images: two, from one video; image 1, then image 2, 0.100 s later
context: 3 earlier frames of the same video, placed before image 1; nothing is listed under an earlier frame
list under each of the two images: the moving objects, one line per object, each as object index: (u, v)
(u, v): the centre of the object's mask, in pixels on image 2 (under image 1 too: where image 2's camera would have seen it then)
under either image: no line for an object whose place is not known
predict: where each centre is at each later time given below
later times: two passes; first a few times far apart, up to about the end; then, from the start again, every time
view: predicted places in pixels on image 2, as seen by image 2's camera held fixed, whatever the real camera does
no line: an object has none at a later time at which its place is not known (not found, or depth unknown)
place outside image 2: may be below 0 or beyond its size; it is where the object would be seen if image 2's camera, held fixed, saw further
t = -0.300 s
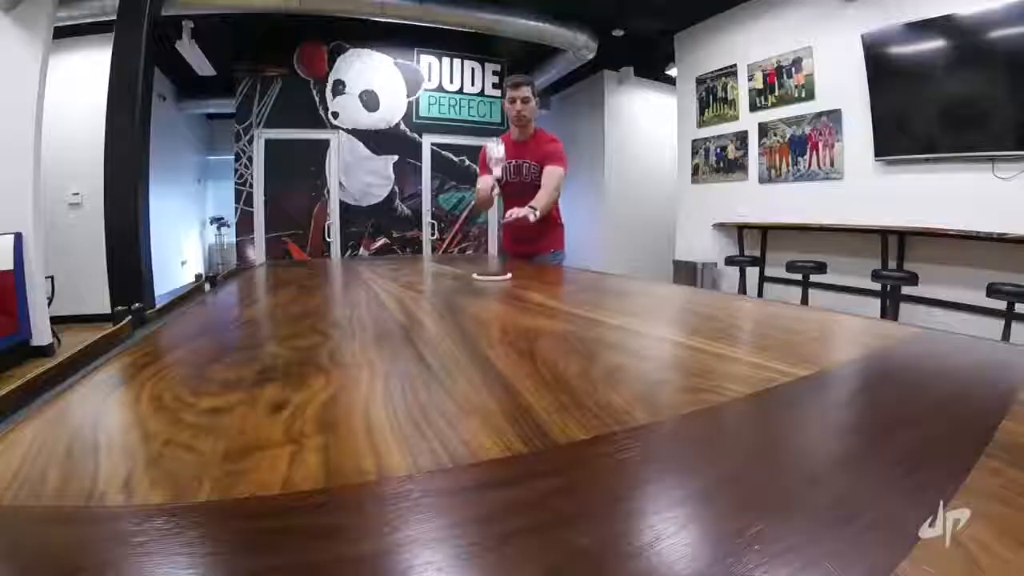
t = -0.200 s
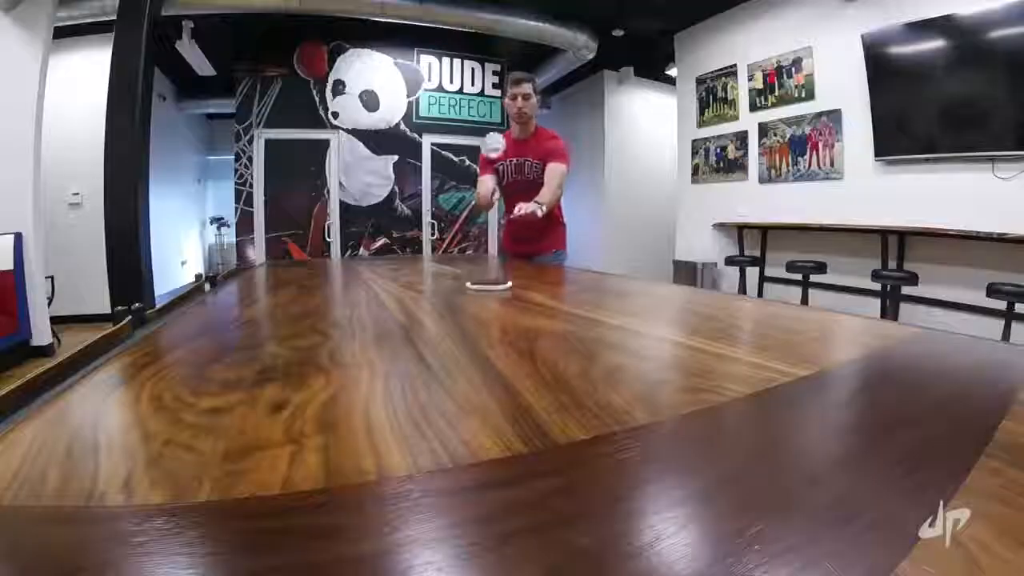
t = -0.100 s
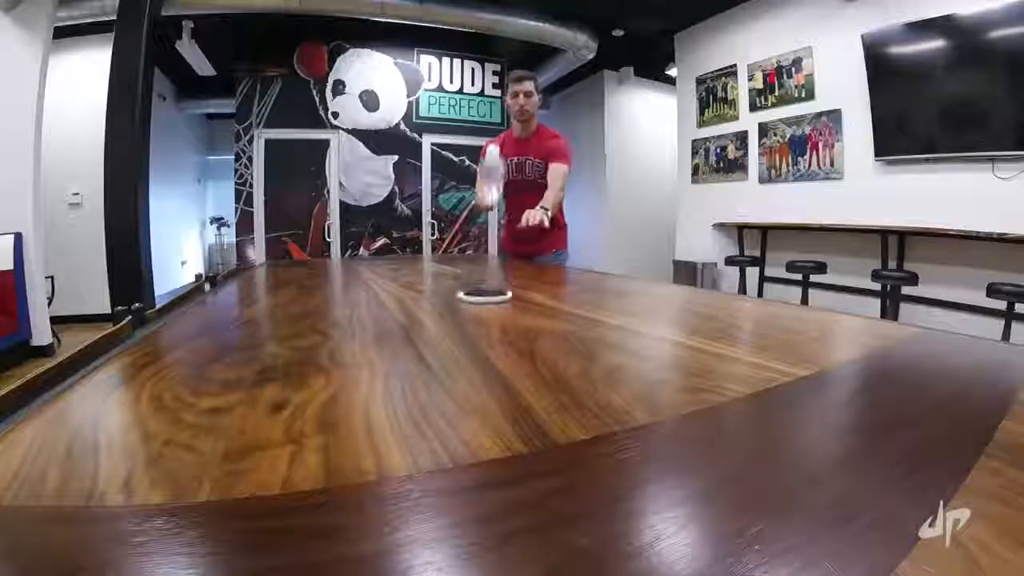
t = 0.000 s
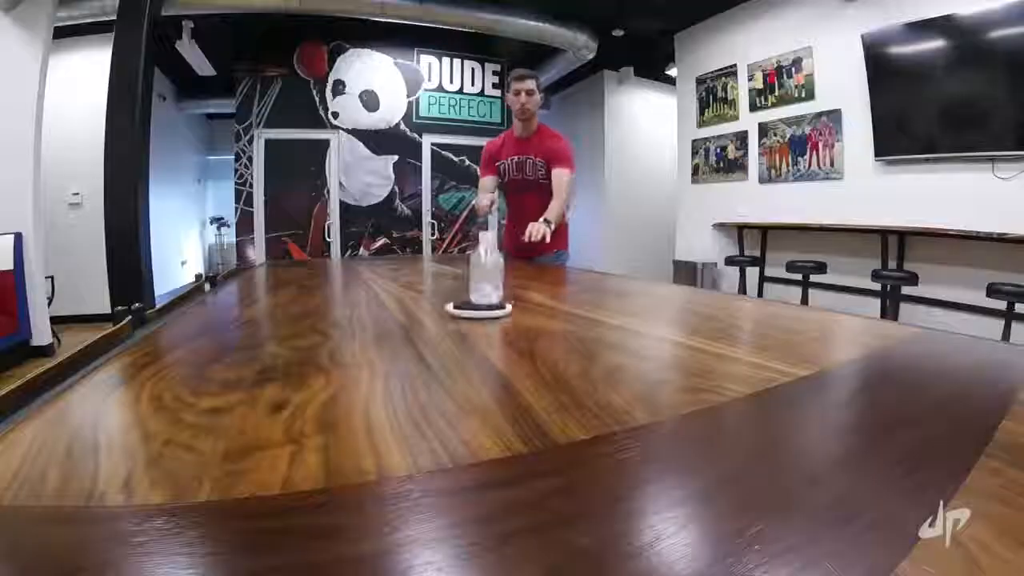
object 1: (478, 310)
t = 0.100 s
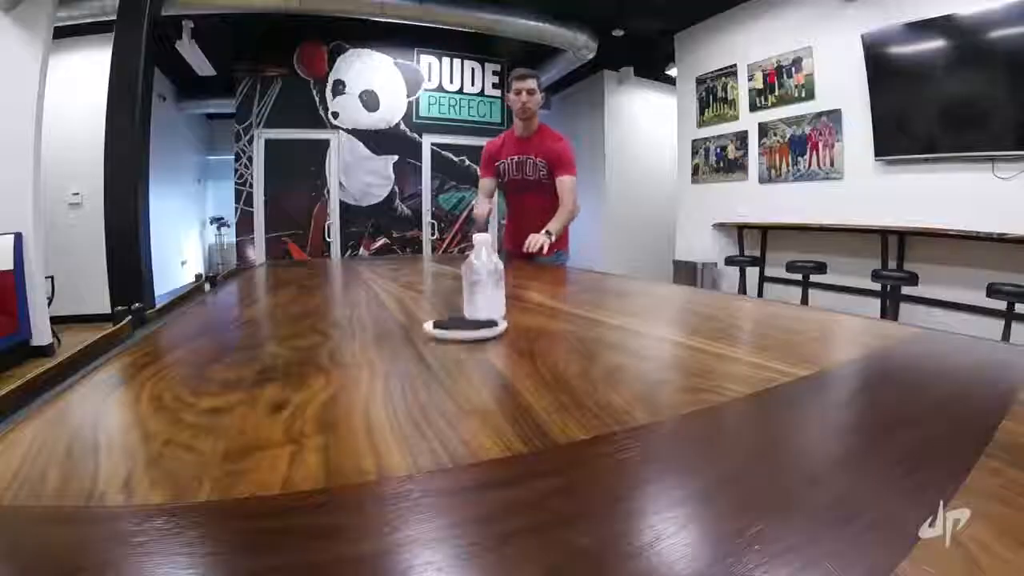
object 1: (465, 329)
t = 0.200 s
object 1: (449, 353)
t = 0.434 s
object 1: (407, 436)
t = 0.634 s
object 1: (368, 522)
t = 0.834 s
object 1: (361, 547)
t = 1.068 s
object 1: (367, 550)
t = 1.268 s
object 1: (367, 550)
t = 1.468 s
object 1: (368, 550)
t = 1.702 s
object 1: (366, 550)
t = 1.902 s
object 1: (374, 551)
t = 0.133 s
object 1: (457, 336)
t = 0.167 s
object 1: (452, 343)
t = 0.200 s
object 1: (449, 353)
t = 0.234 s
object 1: (446, 362)
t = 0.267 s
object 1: (441, 372)
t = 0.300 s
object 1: (435, 384)
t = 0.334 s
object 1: (426, 396)
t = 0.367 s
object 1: (420, 409)
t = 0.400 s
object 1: (414, 423)
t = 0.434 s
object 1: (407, 436)
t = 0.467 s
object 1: (399, 450)
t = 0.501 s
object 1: (392, 464)
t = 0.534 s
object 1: (386, 478)
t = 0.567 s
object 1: (377, 493)
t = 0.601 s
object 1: (371, 508)
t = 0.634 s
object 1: (368, 522)
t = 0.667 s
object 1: (363, 530)
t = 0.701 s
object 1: (365, 538)
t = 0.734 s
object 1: (360, 542)
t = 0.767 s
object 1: (358, 545)
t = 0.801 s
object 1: (361, 547)
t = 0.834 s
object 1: (361, 547)
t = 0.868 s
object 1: (363, 548)
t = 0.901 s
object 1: (365, 549)
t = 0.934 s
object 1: (369, 550)
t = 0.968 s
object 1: (367, 550)
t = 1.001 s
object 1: (367, 550)
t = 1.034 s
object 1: (367, 550)
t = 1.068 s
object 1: (367, 550)
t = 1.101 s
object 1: (366, 550)
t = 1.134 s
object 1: (367, 550)
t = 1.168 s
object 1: (367, 550)
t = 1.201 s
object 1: (367, 550)
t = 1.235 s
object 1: (367, 550)
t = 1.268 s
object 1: (367, 550)
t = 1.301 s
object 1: (367, 550)
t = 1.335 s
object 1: (367, 550)
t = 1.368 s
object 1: (367, 550)
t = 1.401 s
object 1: (367, 550)
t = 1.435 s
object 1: (367, 550)
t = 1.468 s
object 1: (368, 550)
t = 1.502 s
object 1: (367, 550)
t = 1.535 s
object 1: (366, 549)
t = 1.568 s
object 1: (366, 549)
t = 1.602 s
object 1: (366, 549)
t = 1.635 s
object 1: (366, 549)
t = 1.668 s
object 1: (366, 549)
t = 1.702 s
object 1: (366, 550)
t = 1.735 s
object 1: (366, 549)
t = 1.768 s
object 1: (366, 550)
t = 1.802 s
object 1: (366, 549)
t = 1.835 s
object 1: (368, 549)
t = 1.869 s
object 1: (366, 549)
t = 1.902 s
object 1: (374, 551)
